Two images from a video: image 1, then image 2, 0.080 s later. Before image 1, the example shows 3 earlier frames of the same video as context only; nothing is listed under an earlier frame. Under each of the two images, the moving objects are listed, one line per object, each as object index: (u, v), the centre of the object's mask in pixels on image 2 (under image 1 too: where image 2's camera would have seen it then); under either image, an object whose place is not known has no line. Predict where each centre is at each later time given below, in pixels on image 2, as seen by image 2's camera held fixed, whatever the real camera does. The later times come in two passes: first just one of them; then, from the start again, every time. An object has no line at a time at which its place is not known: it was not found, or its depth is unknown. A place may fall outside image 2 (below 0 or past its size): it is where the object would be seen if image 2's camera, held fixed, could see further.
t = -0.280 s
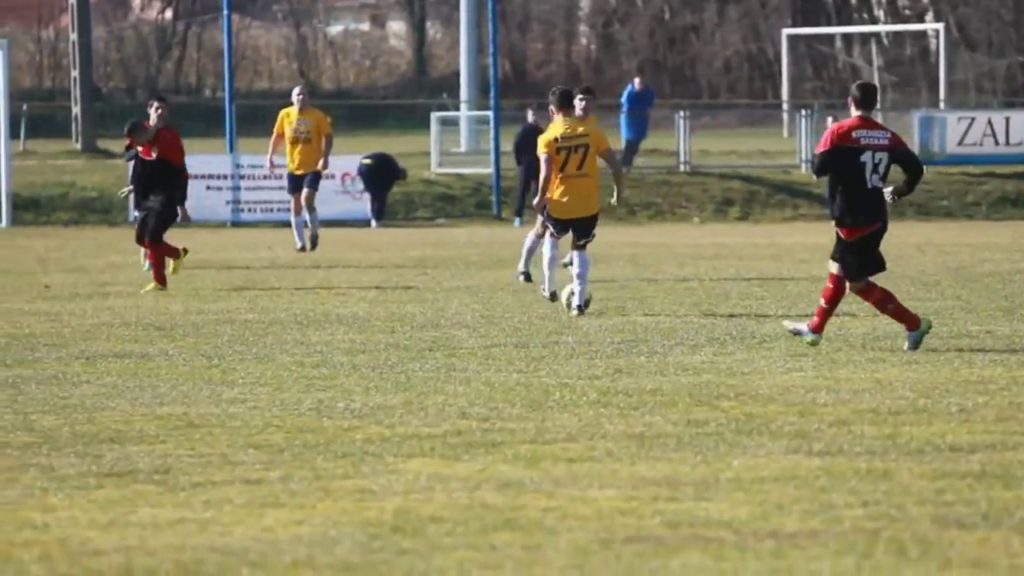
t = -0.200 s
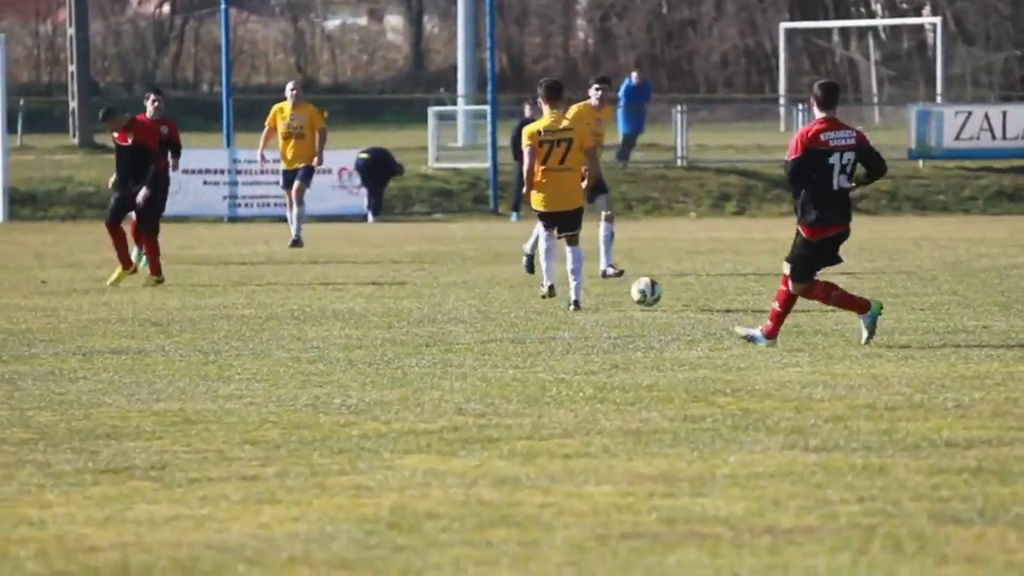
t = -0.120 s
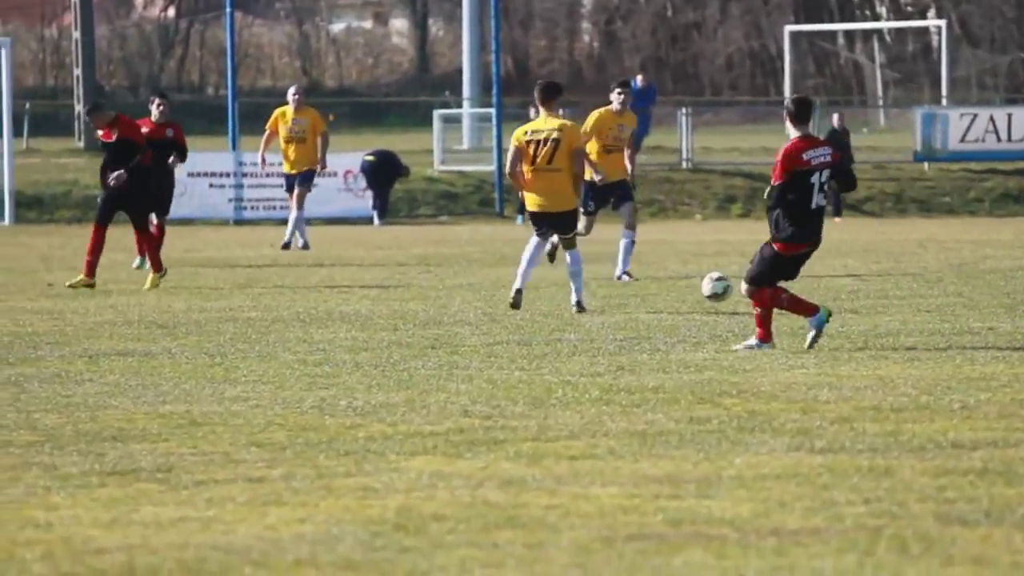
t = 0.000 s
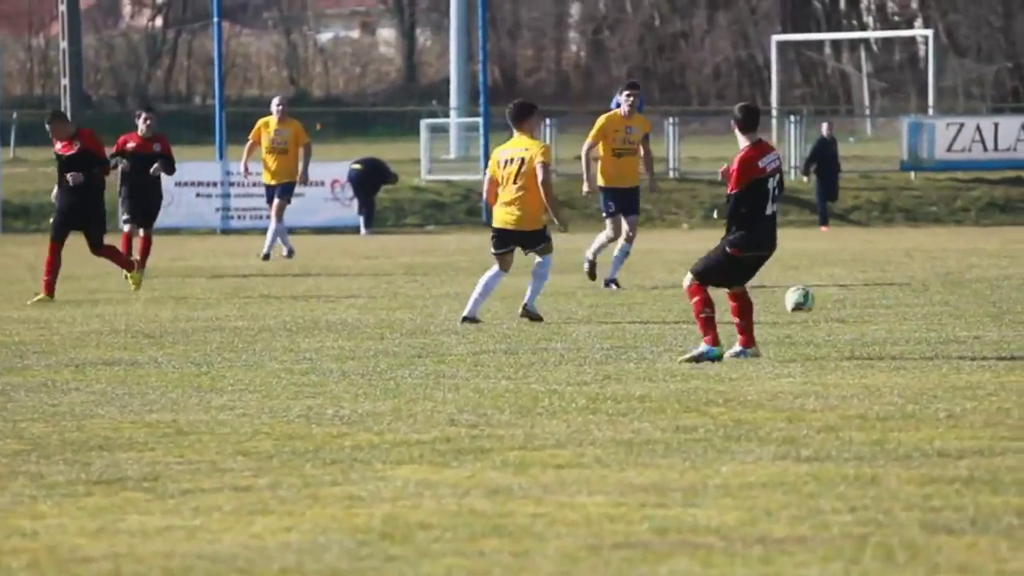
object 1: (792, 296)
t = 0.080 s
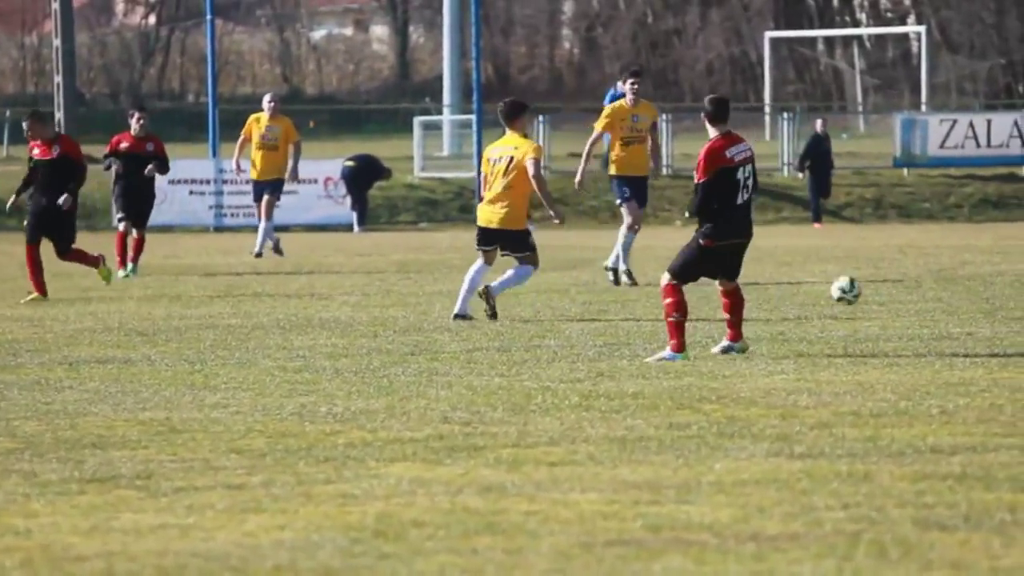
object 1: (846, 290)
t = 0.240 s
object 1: (946, 287)
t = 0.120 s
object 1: (872, 289)
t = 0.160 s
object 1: (897, 289)
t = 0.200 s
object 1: (923, 290)
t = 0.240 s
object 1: (946, 287)
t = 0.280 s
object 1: (969, 286)
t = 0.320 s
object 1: (991, 286)
